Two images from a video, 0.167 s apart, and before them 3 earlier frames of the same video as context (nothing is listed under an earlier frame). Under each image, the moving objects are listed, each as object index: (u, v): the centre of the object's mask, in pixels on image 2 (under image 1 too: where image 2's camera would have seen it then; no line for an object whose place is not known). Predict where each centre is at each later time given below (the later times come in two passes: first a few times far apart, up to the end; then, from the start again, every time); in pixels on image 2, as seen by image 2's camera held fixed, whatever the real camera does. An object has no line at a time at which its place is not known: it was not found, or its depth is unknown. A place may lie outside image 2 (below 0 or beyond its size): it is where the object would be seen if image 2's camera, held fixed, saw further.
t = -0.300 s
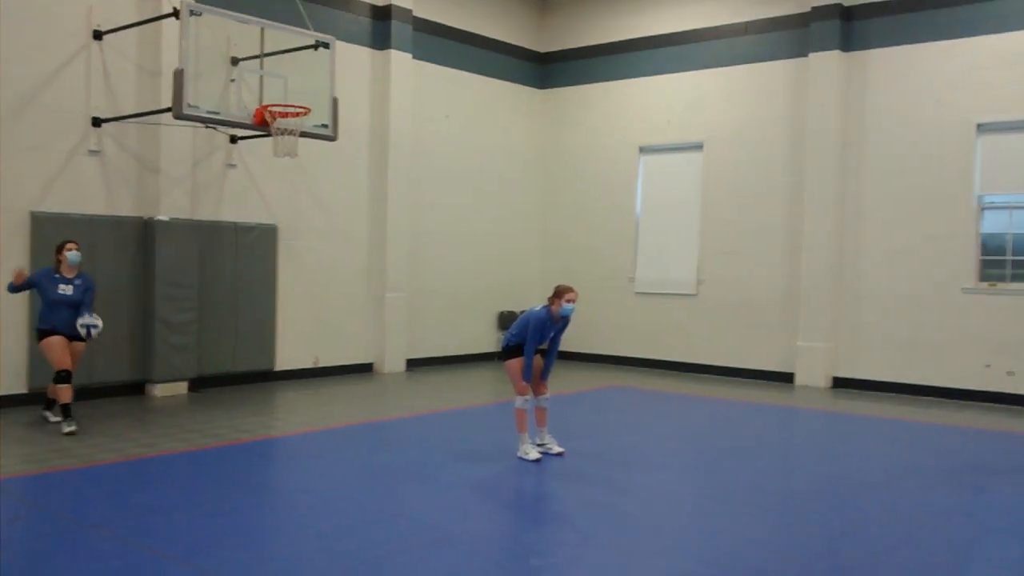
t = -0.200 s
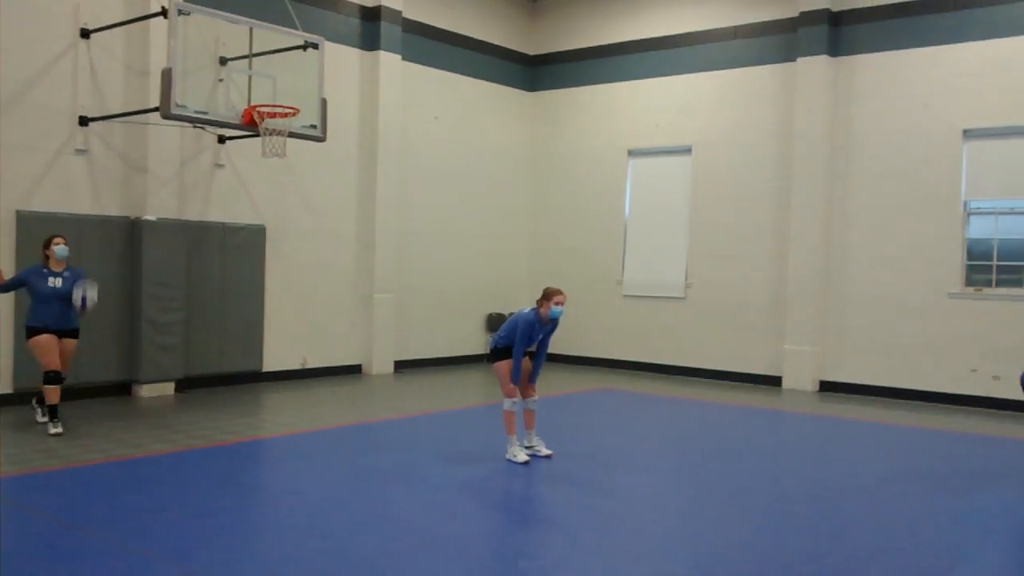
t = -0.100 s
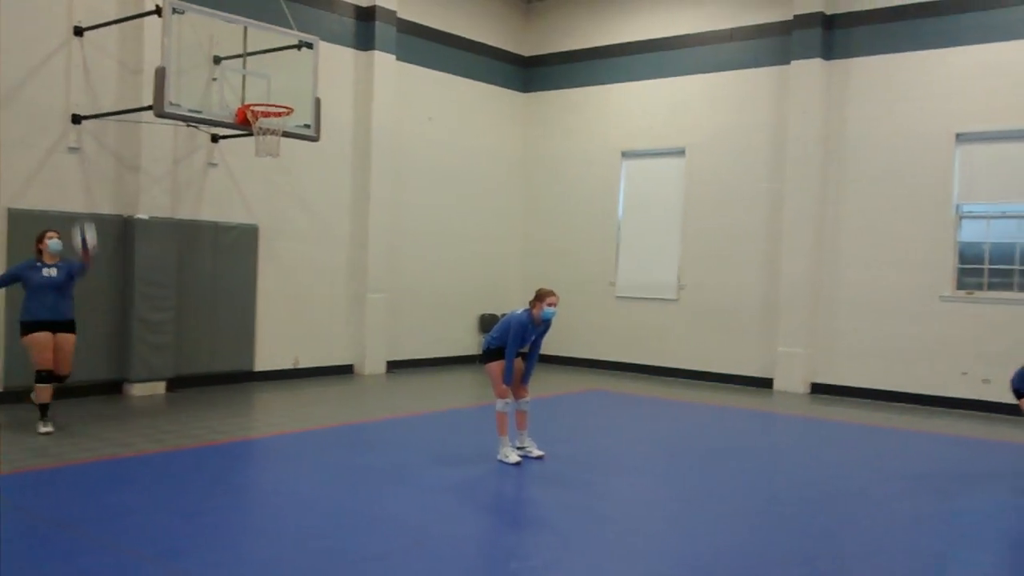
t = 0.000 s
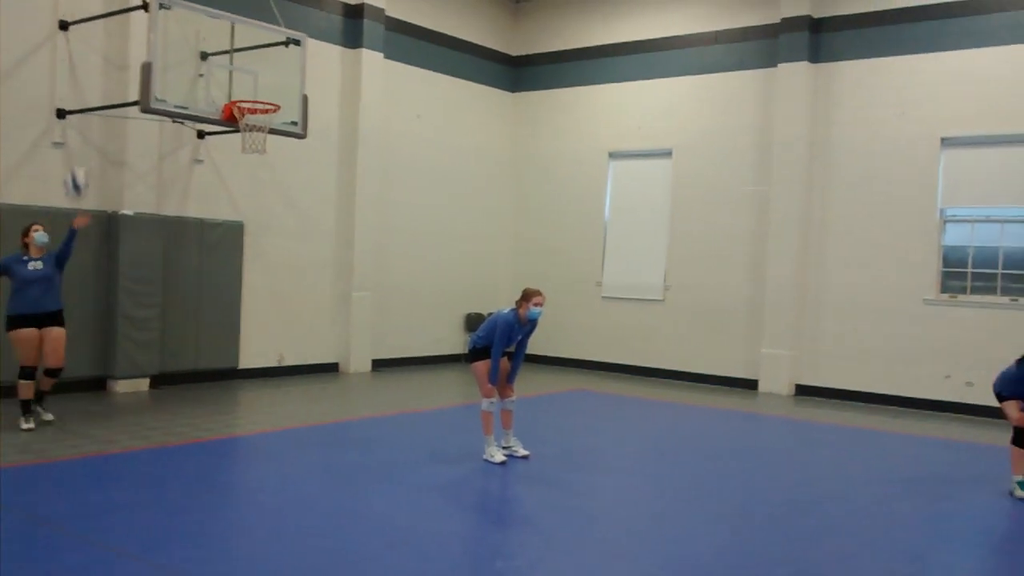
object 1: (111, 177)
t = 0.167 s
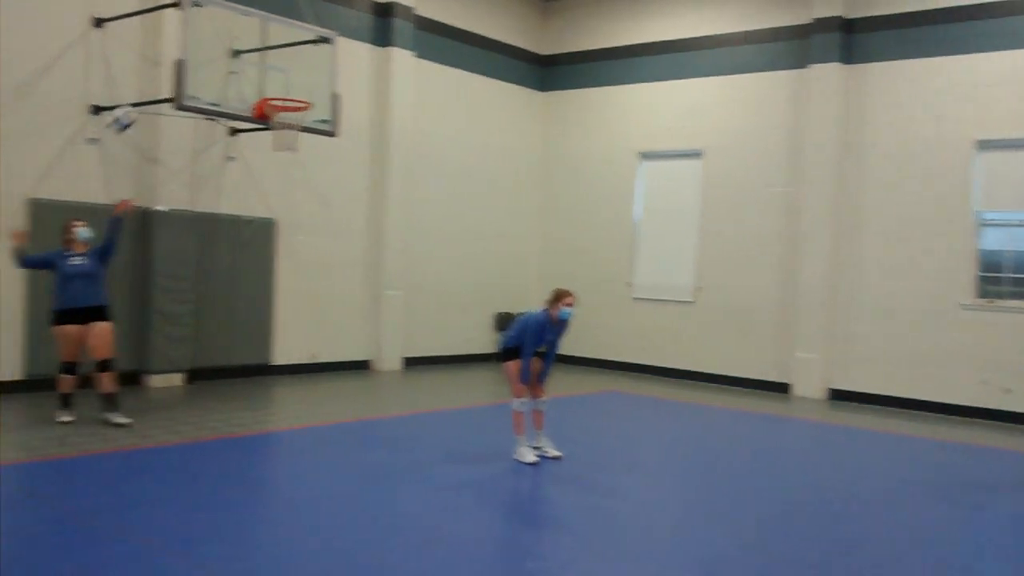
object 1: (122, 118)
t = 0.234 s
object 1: (126, 103)
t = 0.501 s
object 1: (138, 94)
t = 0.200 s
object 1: (125, 111)
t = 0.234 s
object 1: (126, 103)
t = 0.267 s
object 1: (127, 97)
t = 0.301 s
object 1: (128, 93)
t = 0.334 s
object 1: (130, 90)
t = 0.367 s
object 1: (132, 88)
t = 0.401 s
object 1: (134, 88)
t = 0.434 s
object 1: (135, 89)
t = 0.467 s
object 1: (137, 91)
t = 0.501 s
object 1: (138, 94)
